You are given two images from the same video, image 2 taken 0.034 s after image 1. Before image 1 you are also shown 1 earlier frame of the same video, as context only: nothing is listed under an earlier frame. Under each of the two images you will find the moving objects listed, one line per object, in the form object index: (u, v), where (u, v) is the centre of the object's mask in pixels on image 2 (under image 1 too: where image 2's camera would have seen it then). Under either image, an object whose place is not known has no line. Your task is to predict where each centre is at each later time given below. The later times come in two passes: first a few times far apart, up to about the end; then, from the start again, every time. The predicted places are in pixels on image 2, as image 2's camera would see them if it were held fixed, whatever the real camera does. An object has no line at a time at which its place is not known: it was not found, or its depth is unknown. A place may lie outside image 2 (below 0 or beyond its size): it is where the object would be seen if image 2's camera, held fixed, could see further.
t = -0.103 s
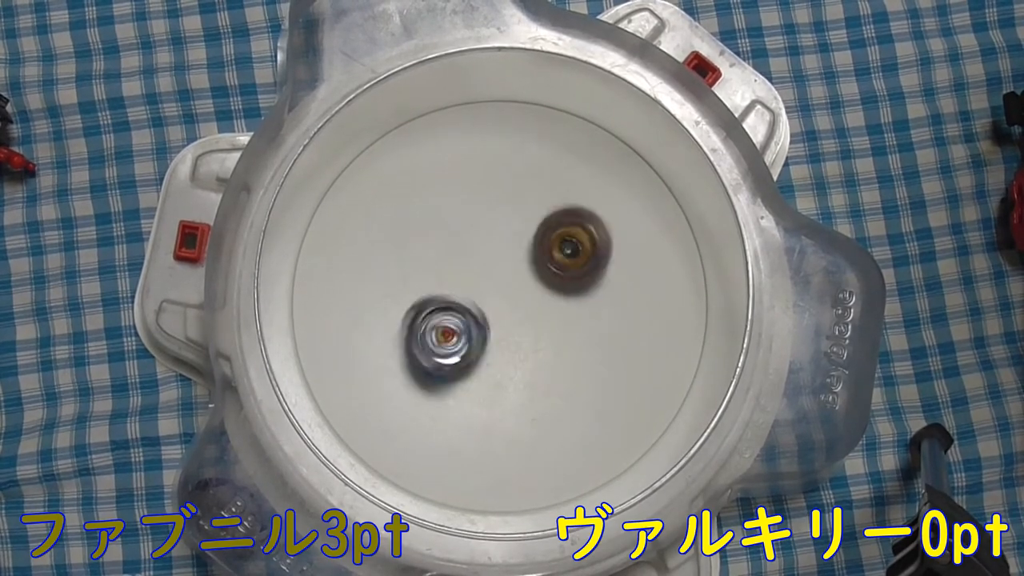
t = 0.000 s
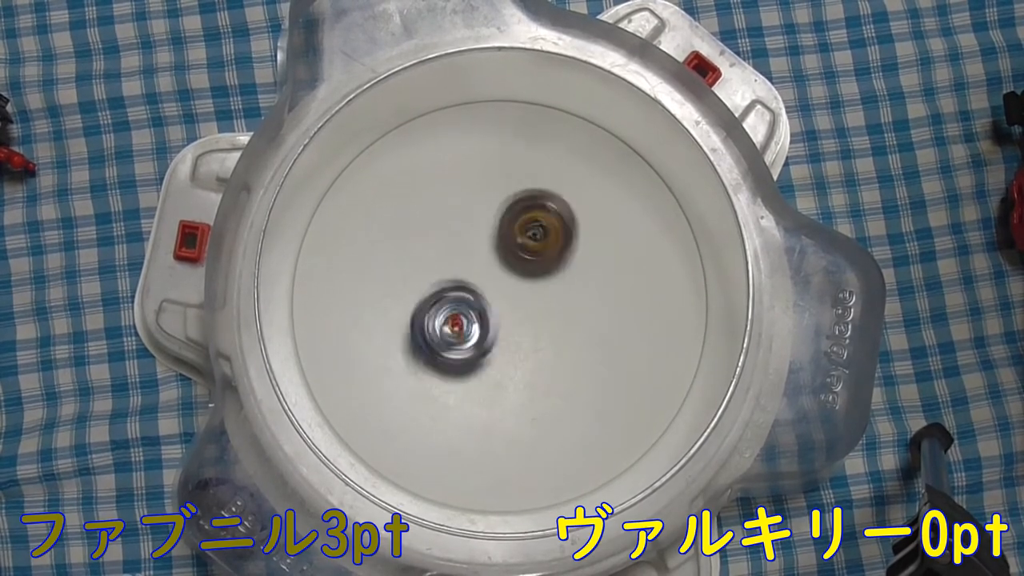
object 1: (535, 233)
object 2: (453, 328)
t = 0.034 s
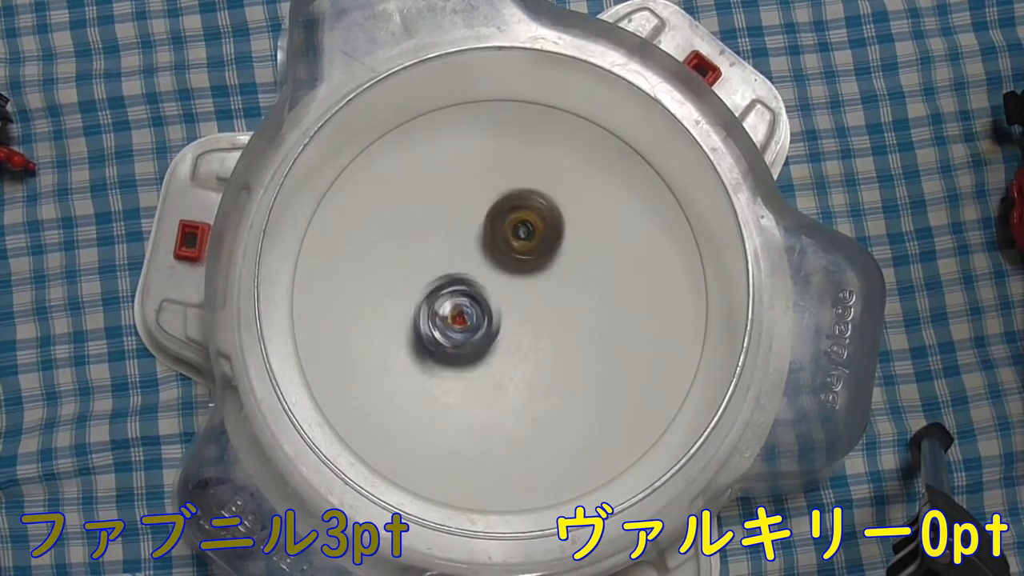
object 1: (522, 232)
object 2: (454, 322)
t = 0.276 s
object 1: (436, 218)
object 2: (492, 326)
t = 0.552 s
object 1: (446, 302)
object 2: (536, 309)
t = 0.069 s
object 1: (508, 230)
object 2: (457, 316)
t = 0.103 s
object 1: (496, 231)
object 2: (460, 312)
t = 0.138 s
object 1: (483, 229)
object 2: (463, 305)
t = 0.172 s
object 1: (473, 227)
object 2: (467, 305)
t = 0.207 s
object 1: (447, 220)
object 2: (479, 320)
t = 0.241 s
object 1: (442, 218)
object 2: (485, 323)
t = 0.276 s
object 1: (436, 218)
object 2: (492, 326)
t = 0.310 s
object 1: (427, 225)
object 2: (500, 328)
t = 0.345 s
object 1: (429, 232)
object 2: (508, 329)
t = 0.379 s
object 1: (426, 239)
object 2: (514, 328)
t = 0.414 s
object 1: (433, 254)
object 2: (519, 325)
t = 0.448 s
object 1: (434, 261)
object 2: (524, 323)
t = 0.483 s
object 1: (440, 278)
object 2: (528, 319)
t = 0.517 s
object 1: (447, 284)
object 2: (531, 313)
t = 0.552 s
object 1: (446, 302)
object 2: (536, 309)
